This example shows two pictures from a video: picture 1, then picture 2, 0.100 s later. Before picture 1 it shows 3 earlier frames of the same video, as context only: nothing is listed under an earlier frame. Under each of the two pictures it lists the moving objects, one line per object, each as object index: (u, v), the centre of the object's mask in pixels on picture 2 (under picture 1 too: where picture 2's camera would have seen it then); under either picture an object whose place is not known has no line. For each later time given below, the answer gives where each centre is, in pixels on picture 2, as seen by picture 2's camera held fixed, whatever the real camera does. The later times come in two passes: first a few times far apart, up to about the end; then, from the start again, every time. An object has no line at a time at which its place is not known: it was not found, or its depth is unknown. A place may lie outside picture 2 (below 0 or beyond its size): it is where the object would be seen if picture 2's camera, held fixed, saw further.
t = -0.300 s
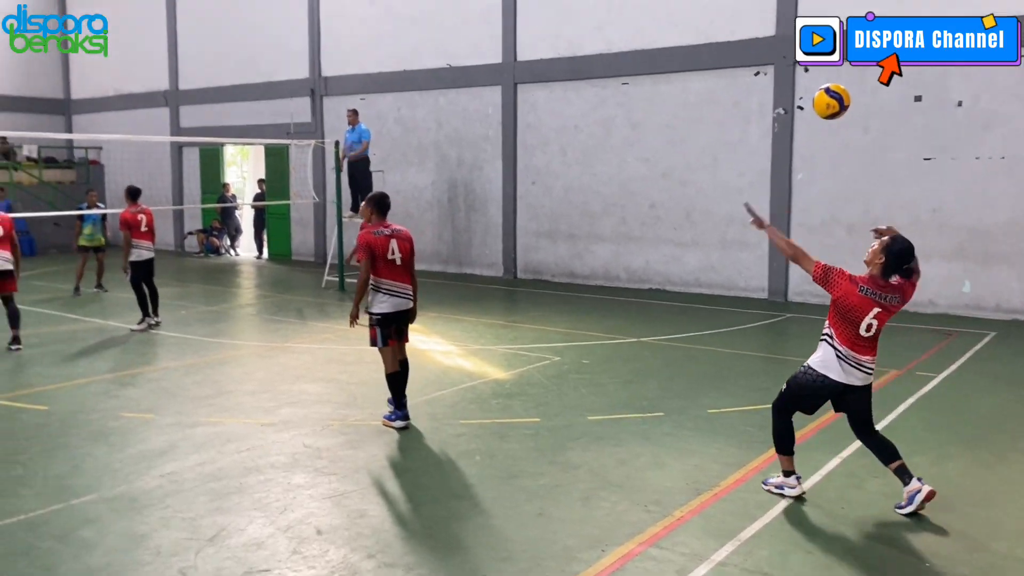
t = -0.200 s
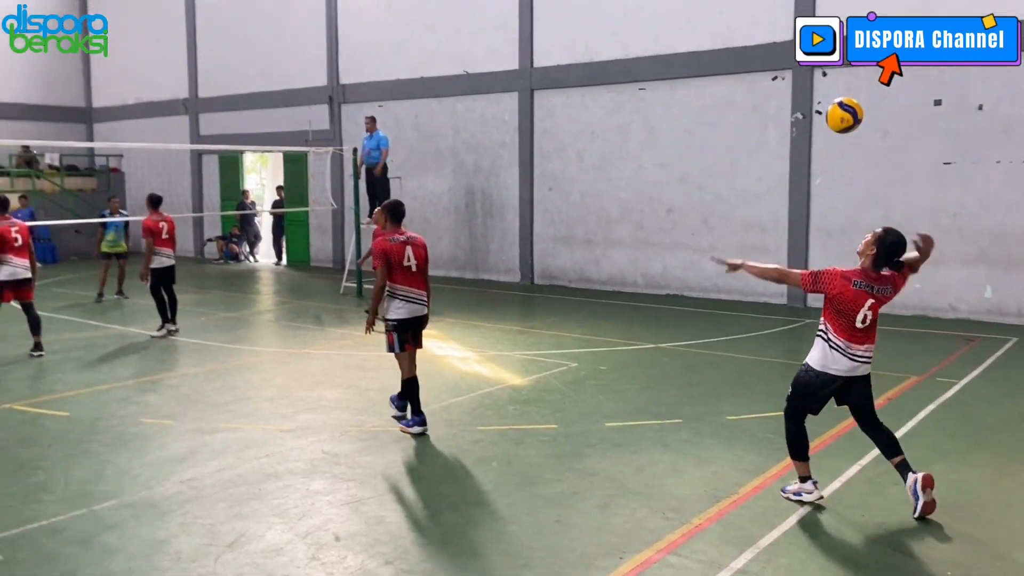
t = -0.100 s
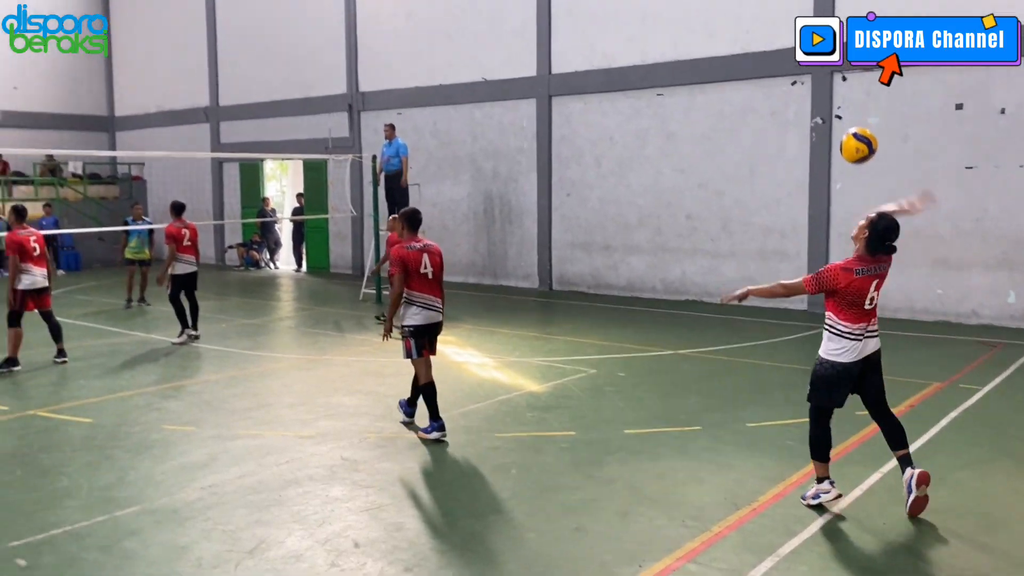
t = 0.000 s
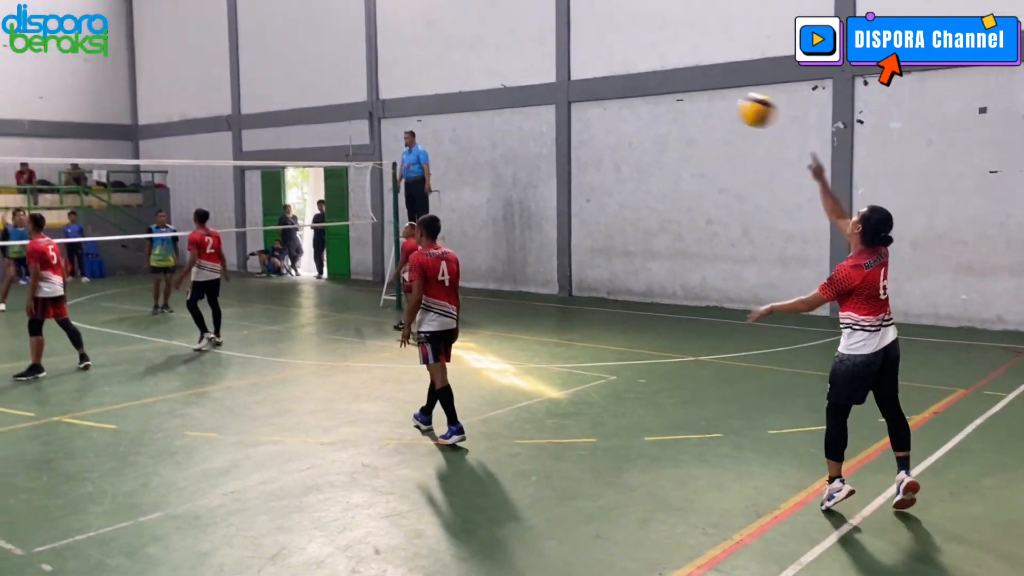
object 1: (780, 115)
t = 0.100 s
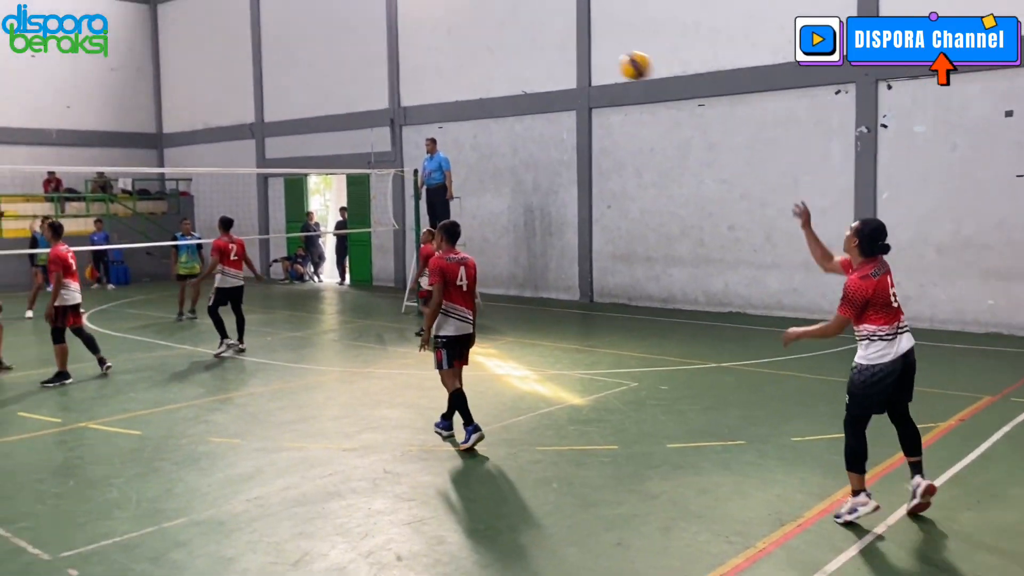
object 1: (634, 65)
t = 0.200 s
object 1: (524, 38)
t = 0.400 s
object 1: (362, 29)
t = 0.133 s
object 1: (594, 54)
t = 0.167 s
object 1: (558, 45)
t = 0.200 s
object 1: (524, 38)
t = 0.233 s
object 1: (492, 33)
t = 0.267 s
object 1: (463, 30)
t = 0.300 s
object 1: (435, 28)
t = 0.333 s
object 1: (409, 27)
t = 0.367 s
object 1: (385, 28)
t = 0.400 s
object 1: (362, 29)
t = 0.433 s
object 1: (342, 31)
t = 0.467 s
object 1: (323, 35)
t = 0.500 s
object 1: (305, 39)
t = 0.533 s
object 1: (288, 44)
